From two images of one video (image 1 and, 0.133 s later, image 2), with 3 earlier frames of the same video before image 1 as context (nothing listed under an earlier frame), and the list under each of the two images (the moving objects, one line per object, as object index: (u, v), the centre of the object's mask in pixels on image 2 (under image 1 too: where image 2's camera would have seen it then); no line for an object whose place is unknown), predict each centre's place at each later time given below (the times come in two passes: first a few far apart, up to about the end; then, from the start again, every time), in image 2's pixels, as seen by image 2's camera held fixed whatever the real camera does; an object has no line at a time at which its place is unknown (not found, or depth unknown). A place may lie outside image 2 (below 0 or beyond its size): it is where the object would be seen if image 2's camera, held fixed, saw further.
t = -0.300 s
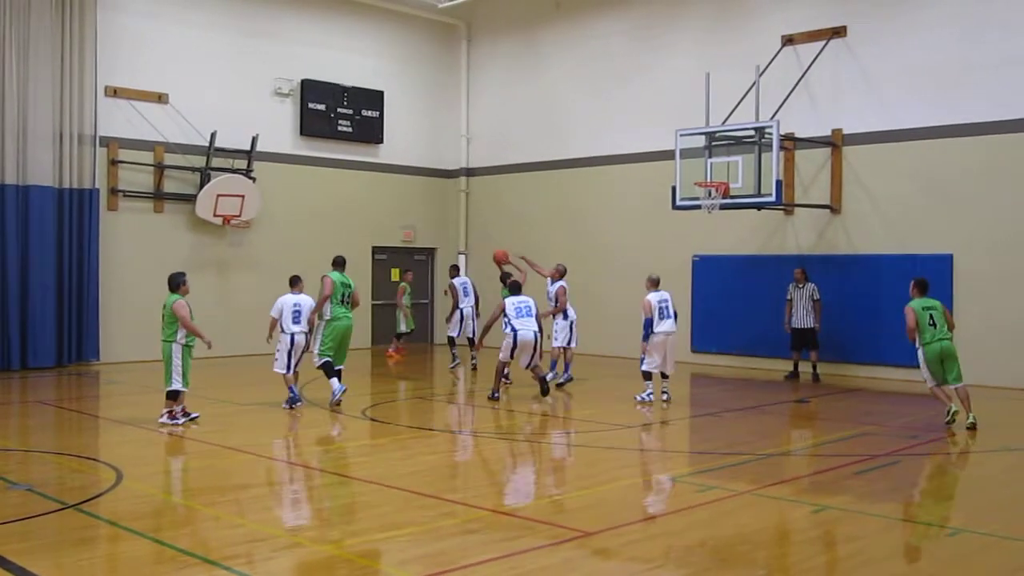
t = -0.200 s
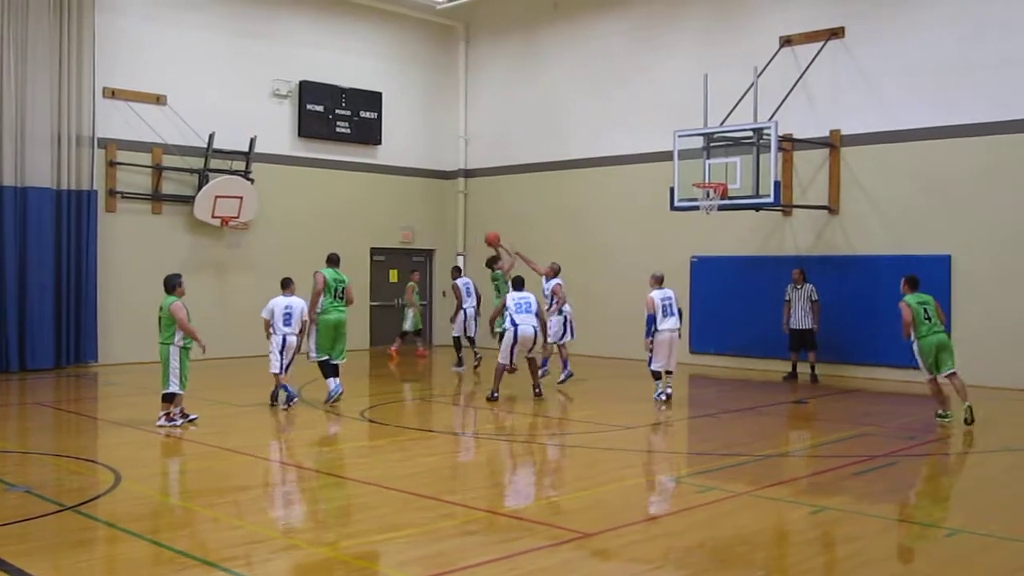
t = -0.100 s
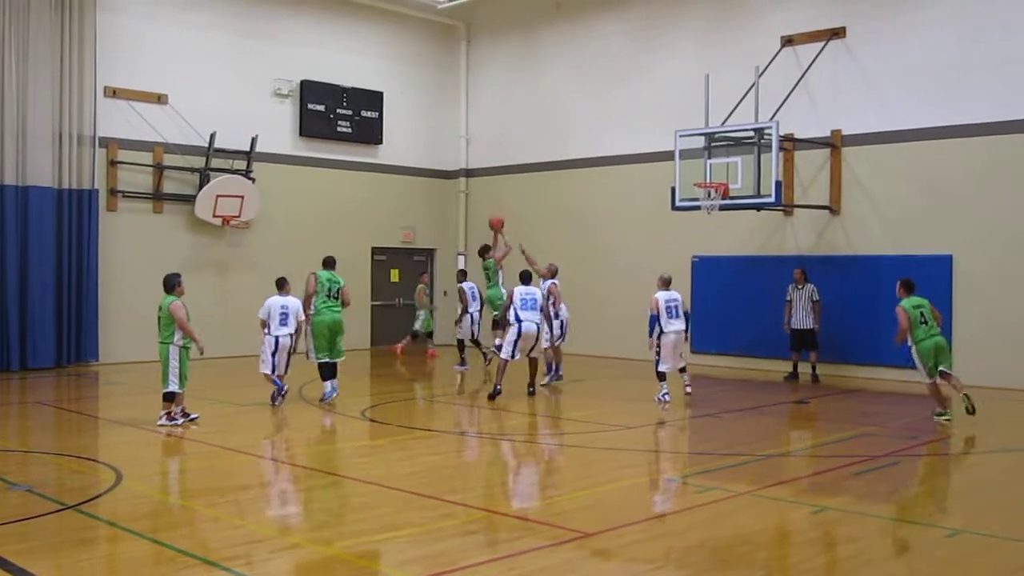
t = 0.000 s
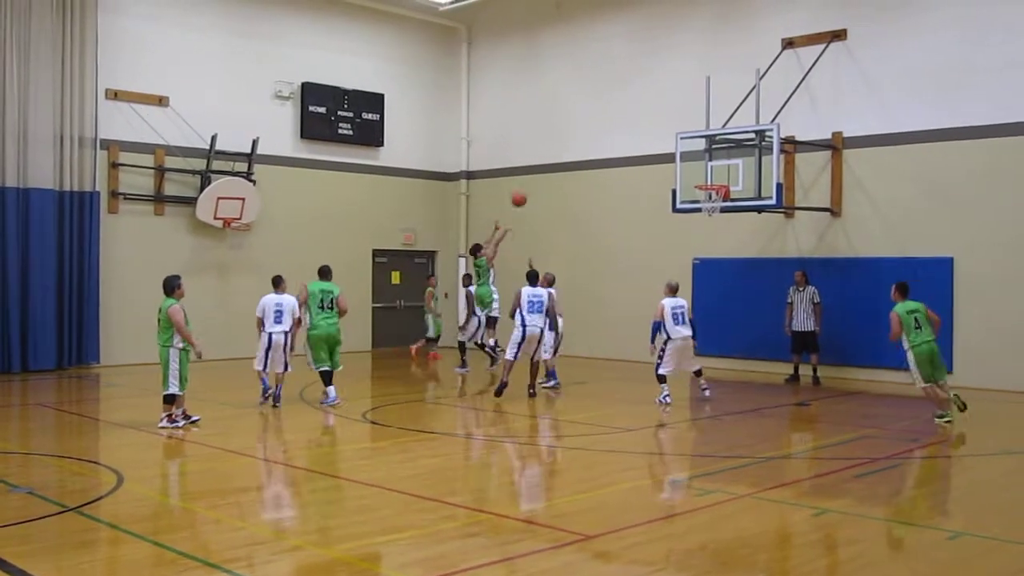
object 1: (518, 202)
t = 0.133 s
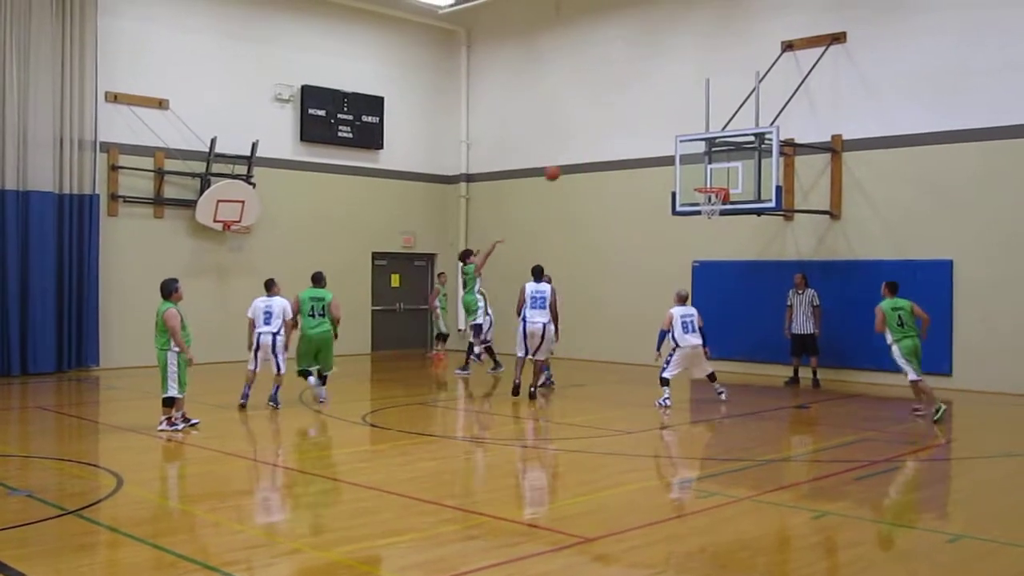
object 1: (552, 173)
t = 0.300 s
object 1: (594, 153)
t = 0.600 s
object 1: (667, 162)
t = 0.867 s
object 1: (719, 181)
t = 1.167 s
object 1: (735, 166)
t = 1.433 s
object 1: (734, 187)
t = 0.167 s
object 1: (560, 168)
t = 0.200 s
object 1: (569, 162)
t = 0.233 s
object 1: (578, 158)
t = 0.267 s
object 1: (586, 156)
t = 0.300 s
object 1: (594, 153)
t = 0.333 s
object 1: (602, 151)
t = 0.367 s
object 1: (610, 150)
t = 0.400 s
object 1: (618, 150)
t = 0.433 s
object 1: (627, 150)
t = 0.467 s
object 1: (635, 151)
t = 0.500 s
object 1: (643, 152)
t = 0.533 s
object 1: (651, 154)
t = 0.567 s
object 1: (659, 158)
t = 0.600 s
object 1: (667, 162)
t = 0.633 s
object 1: (676, 166)
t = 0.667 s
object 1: (684, 172)
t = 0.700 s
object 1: (692, 177)
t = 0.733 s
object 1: (698, 181)
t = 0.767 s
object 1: (703, 180)
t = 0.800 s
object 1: (708, 179)
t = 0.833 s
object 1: (713, 179)
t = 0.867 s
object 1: (719, 181)
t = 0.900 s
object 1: (723, 181)
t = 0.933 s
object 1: (725, 177)
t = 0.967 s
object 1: (727, 174)
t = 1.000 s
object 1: (728, 171)
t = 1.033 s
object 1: (730, 169)
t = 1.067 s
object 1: (732, 168)
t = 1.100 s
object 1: (734, 167)
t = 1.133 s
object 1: (735, 167)
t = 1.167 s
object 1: (735, 166)
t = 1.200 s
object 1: (735, 167)
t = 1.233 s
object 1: (734, 167)
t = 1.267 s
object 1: (734, 169)
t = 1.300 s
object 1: (734, 171)
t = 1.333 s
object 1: (734, 174)
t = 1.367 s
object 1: (734, 177)
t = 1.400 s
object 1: (733, 182)
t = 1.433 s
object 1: (734, 187)
